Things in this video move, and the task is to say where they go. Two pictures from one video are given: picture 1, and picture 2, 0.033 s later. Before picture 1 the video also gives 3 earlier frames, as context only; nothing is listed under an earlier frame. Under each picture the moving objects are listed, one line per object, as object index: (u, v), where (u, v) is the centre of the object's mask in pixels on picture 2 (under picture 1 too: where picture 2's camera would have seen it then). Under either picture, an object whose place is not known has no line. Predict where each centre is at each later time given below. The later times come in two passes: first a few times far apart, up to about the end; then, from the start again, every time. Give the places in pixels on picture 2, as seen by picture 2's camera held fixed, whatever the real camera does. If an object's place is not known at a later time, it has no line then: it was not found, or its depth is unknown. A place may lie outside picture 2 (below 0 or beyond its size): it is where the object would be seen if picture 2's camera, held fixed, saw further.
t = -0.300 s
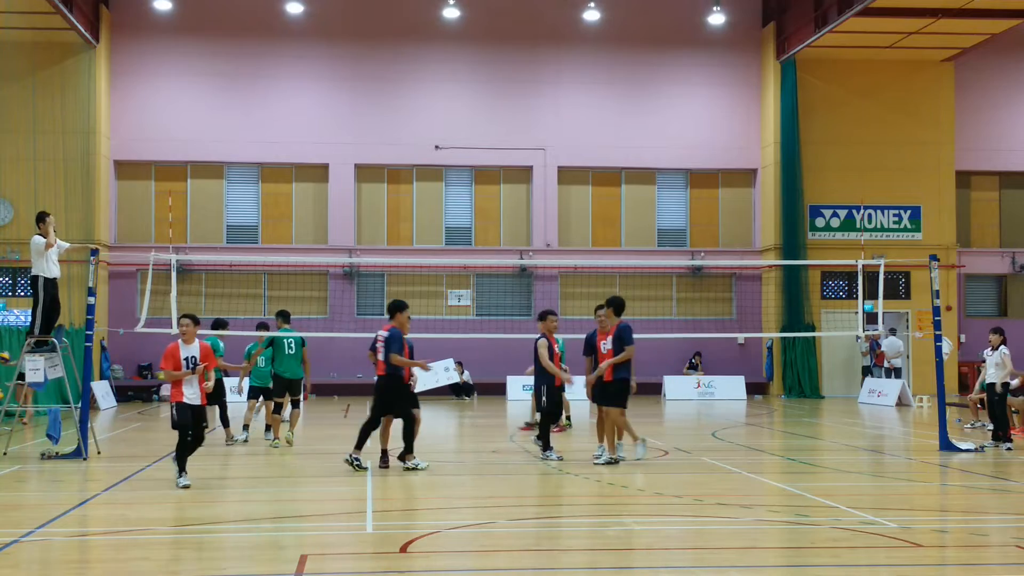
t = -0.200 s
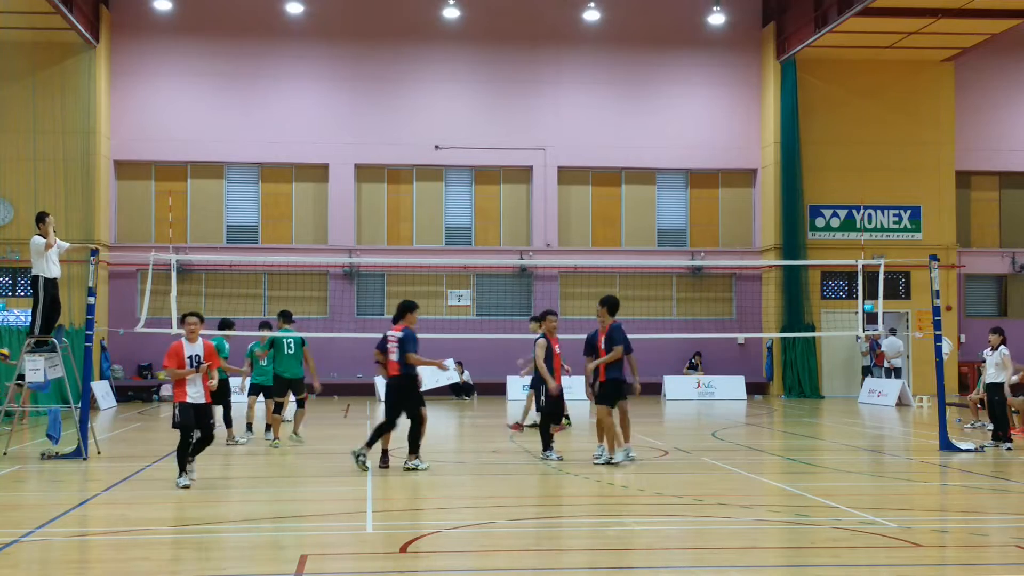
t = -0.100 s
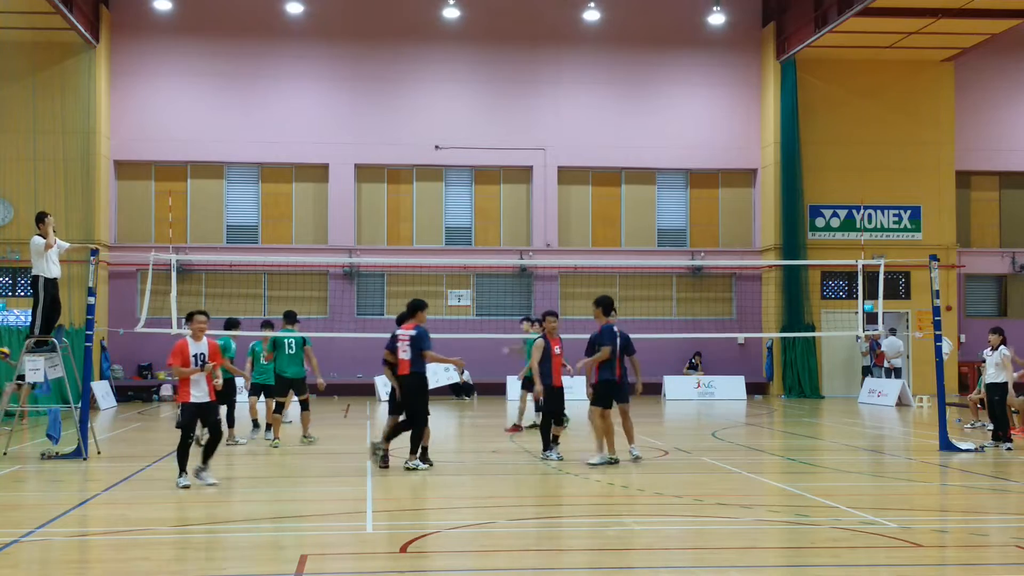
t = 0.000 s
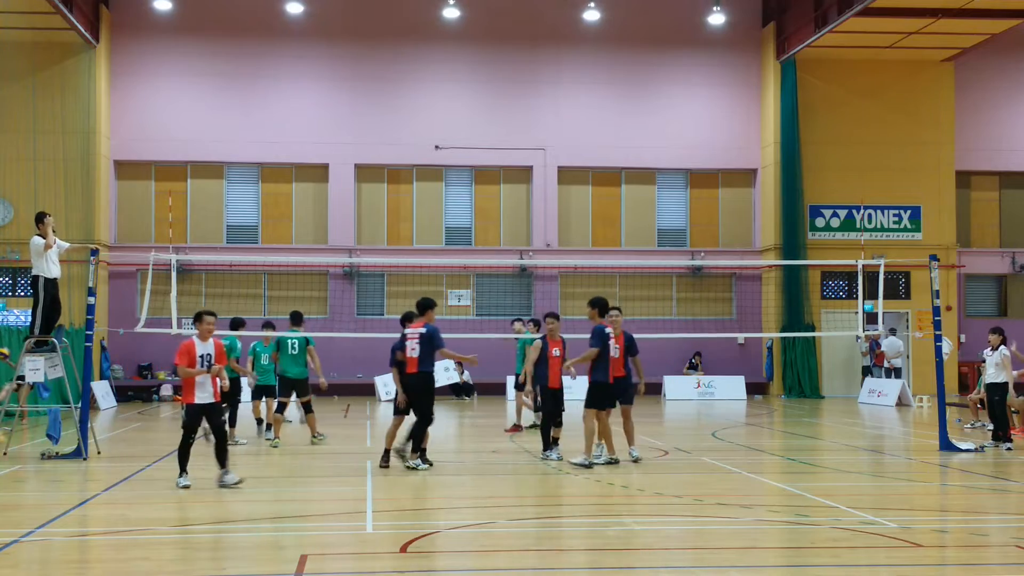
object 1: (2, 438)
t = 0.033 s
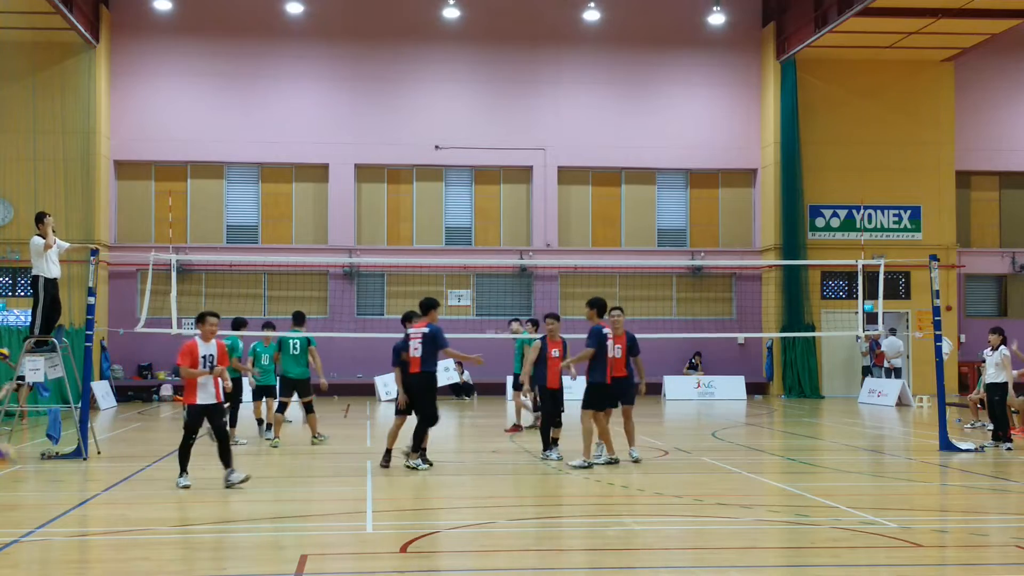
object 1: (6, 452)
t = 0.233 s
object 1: (45, 450)
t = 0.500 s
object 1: (85, 404)
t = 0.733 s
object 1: (118, 429)
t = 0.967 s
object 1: (153, 495)
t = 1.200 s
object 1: (192, 442)
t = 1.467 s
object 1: (237, 459)
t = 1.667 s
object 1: (270, 501)
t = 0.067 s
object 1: (12, 473)
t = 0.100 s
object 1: (21, 491)
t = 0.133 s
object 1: (28, 487)
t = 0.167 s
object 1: (34, 474)
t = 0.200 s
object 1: (40, 462)
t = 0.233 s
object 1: (45, 450)
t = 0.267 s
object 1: (50, 441)
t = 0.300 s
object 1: (55, 431)
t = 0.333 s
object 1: (60, 423)
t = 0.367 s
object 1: (66, 419)
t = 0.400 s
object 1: (70, 412)
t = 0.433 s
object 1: (75, 408)
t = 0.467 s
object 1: (80, 405)
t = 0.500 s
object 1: (85, 404)
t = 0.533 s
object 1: (89, 403)
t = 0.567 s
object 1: (94, 404)
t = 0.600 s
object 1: (99, 406)
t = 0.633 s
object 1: (104, 411)
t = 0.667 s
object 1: (108, 416)
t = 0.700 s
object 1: (113, 420)
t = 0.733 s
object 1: (118, 429)
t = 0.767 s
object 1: (123, 437)
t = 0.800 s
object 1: (127, 448)
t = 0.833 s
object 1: (132, 459)
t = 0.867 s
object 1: (137, 474)
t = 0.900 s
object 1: (141, 489)
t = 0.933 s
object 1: (146, 505)
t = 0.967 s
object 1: (153, 495)
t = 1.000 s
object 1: (159, 485)
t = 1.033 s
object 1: (164, 474)
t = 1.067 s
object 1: (170, 464)
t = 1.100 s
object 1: (176, 457)
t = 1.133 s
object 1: (181, 450)
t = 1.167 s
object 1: (187, 445)
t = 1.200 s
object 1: (192, 442)
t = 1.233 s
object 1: (198, 438)
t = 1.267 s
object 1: (203, 437)
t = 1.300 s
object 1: (209, 438)
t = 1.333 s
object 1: (215, 439)
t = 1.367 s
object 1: (220, 441)
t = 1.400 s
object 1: (225, 446)
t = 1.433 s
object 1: (231, 452)
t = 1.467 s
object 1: (237, 459)
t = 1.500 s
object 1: (243, 467)
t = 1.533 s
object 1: (248, 477)
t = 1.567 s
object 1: (254, 489)
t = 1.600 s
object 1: (258, 501)
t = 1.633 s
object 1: (265, 511)
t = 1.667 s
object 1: (270, 501)
